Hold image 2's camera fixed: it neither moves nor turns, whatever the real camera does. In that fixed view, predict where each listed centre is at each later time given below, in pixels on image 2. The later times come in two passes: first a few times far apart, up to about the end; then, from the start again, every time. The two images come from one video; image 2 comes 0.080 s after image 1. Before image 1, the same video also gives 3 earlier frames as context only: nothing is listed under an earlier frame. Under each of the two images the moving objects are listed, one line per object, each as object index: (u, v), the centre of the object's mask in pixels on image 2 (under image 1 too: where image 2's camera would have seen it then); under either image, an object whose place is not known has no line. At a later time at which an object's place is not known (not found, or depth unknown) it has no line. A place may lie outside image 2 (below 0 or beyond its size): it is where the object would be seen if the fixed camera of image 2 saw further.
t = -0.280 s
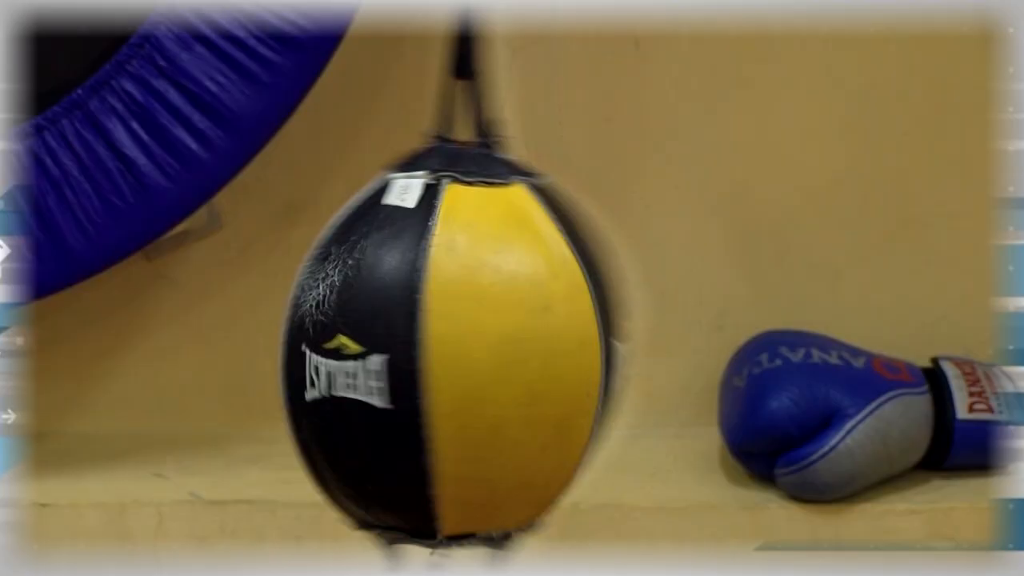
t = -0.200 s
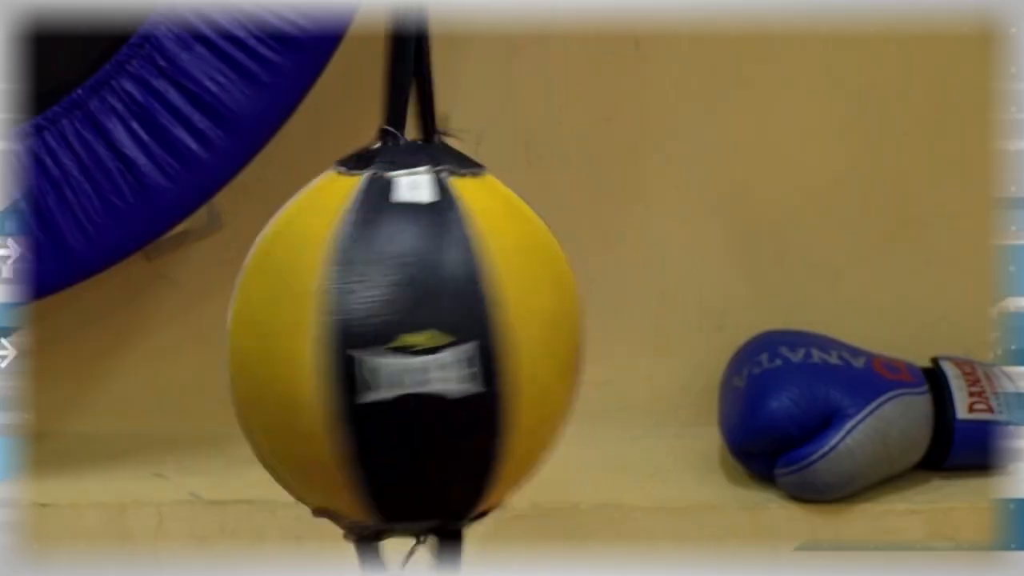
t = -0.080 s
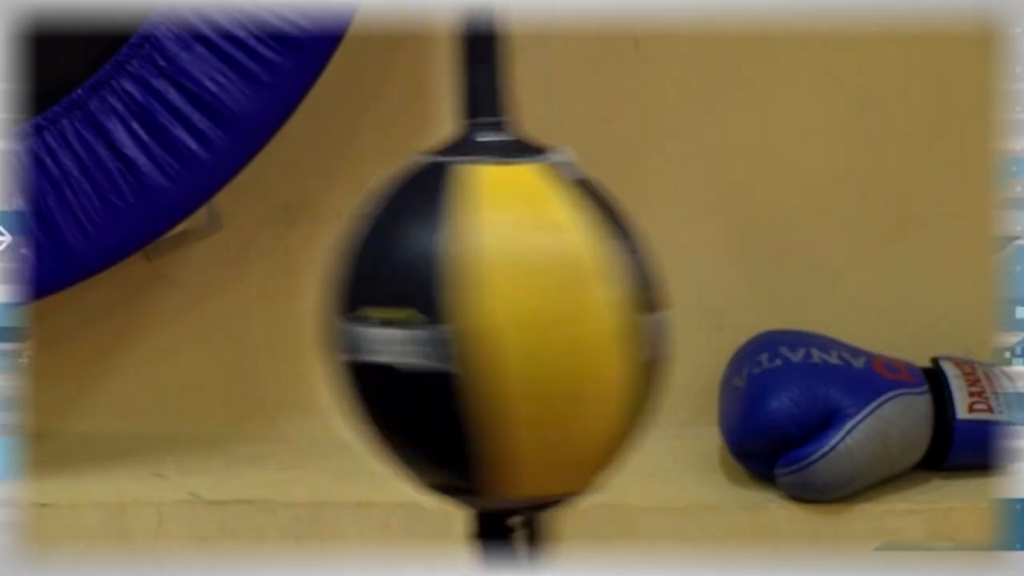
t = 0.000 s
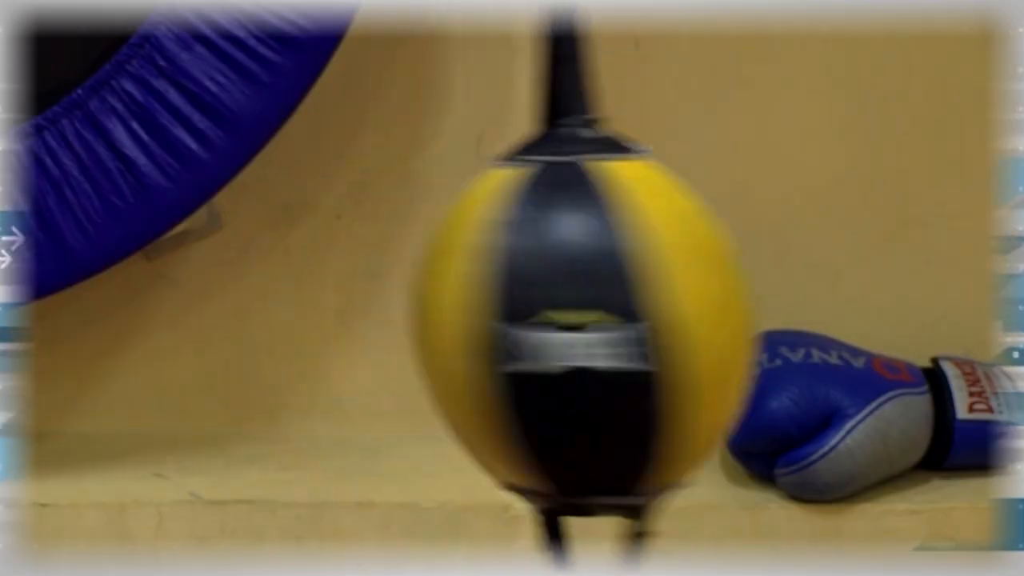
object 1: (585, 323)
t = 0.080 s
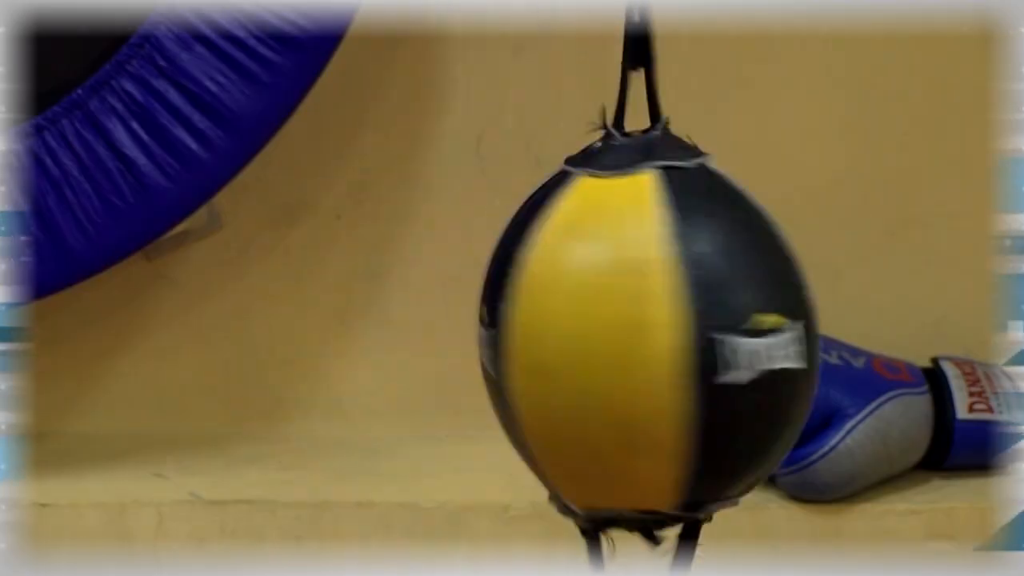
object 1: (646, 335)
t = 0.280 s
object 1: (448, 343)
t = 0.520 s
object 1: (536, 321)
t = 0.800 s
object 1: (469, 347)
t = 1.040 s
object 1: (507, 322)
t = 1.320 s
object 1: (529, 347)
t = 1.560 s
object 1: (480, 326)
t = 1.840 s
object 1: (570, 345)
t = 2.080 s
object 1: (464, 333)
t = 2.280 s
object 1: (599, 330)
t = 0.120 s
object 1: (632, 339)
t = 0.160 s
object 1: (615, 342)
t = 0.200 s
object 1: (572, 347)
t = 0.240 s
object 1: (506, 345)
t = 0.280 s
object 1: (448, 343)
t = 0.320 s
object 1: (427, 342)
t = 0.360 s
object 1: (410, 338)
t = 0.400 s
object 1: (421, 331)
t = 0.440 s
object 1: (458, 324)
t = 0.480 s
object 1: (481, 323)
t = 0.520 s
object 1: (536, 321)
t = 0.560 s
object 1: (588, 326)
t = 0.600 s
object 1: (617, 328)
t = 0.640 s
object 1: (623, 332)
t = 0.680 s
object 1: (615, 338)
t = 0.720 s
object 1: (580, 344)
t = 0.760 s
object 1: (524, 346)
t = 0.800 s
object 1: (469, 347)
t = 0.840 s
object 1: (445, 347)
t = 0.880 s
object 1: (414, 345)
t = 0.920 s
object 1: (413, 339)
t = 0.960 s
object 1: (437, 330)
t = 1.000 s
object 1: (457, 326)
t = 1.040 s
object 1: (507, 322)
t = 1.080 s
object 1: (558, 320)
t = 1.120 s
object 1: (599, 323)
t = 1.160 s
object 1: (610, 326)
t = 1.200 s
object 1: (616, 332)
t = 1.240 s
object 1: (598, 339)
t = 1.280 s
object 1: (556, 345)
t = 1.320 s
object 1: (529, 347)
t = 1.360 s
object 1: (471, 349)
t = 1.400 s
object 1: (431, 347)
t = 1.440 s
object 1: (418, 343)
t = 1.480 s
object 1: (419, 342)
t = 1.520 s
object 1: (440, 334)
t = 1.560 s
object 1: (480, 326)
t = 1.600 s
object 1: (533, 321)
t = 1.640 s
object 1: (582, 321)
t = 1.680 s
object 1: (601, 321)
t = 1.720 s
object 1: (623, 327)
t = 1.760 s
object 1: (621, 336)
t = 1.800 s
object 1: (591, 341)
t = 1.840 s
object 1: (570, 345)
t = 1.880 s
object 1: (521, 351)
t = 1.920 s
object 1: (469, 351)
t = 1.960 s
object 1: (441, 350)
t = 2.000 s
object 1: (435, 348)
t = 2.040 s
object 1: (438, 343)
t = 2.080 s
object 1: (464, 333)
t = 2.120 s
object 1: (499, 331)
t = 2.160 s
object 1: (521, 326)
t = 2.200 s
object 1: (565, 323)
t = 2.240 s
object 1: (591, 328)
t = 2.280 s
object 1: (599, 330)
